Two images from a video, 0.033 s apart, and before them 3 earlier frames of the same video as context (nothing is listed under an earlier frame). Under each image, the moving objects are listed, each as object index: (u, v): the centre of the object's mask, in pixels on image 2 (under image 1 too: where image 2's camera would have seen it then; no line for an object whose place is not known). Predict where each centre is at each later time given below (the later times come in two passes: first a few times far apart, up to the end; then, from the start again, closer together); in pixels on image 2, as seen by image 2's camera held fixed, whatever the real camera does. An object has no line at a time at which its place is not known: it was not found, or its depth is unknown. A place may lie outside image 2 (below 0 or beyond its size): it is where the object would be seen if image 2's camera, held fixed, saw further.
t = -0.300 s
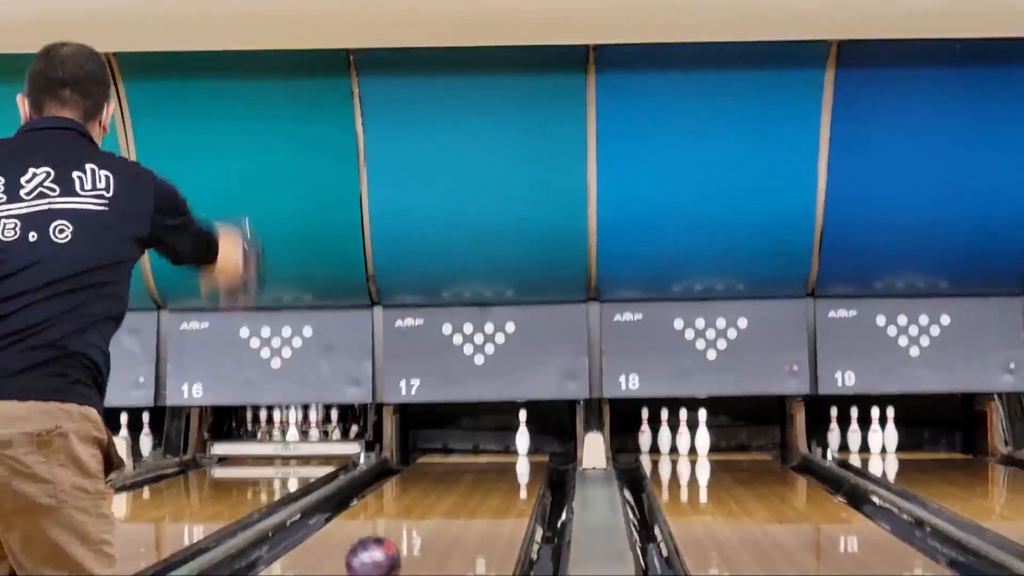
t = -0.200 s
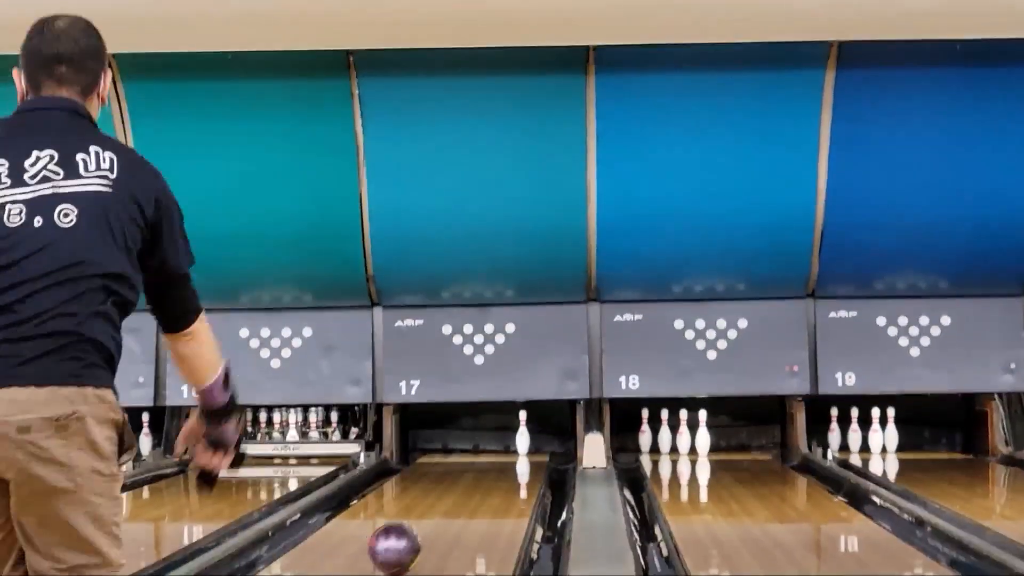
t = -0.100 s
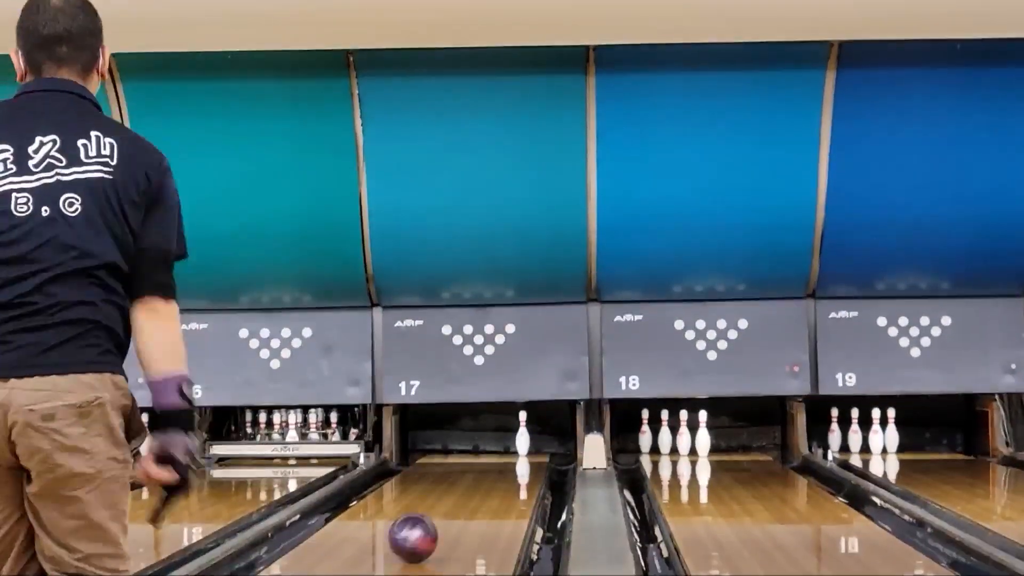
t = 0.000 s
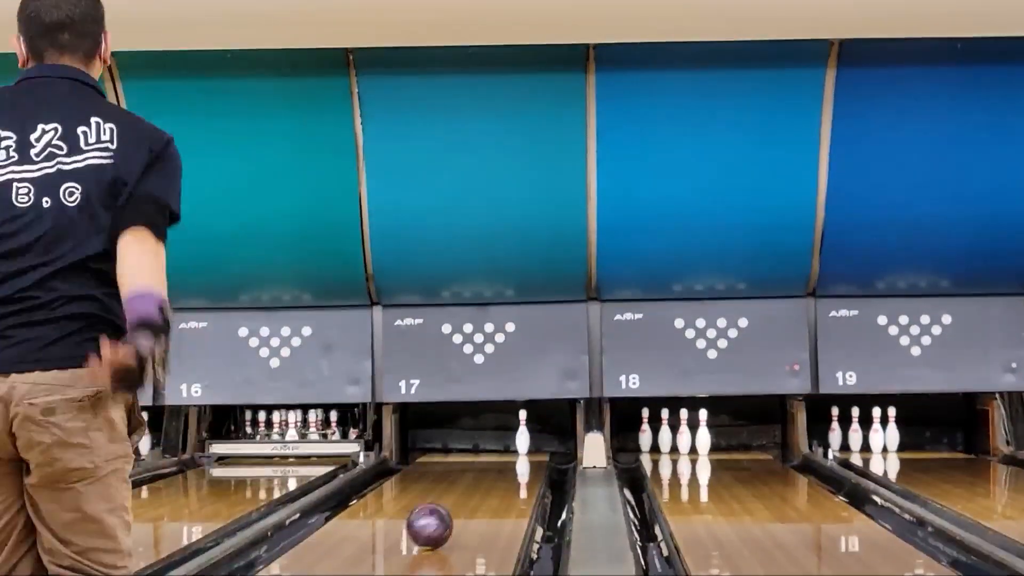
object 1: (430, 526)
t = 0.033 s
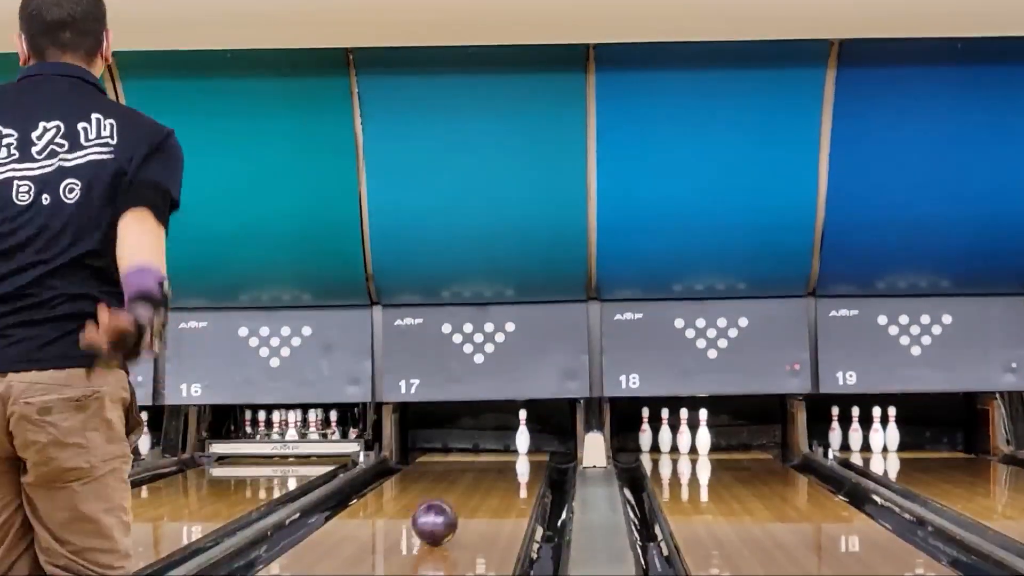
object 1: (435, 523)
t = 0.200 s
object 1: (457, 508)
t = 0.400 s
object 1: (479, 493)
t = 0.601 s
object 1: (496, 479)
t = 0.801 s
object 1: (512, 469)
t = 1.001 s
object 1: (523, 461)
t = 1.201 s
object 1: (529, 453)
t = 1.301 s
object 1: (530, 450)
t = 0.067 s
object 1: (439, 520)
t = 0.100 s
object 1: (444, 517)
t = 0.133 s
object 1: (448, 514)
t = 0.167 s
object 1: (453, 511)
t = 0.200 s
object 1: (457, 508)
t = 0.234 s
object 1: (461, 504)
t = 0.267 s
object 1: (465, 502)
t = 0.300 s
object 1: (469, 499)
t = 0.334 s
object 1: (472, 496)
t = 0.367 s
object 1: (475, 494)
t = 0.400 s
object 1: (479, 493)
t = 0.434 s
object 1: (483, 490)
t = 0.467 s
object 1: (485, 488)
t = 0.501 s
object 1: (488, 485)
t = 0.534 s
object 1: (491, 484)
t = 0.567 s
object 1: (494, 483)
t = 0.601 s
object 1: (496, 479)
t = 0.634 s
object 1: (499, 477)
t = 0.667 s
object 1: (505, 475)
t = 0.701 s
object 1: (507, 474)
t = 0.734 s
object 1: (509, 472)
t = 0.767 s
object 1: (511, 470)
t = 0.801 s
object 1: (512, 469)
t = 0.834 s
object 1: (514, 467)
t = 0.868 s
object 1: (516, 465)
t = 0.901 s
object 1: (517, 464)
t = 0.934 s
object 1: (520, 463)
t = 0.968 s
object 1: (521, 462)
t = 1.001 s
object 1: (523, 461)
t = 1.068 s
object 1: (525, 458)
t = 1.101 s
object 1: (526, 457)
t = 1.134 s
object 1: (527, 456)
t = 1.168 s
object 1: (528, 455)
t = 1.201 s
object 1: (529, 453)
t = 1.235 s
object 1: (529, 452)
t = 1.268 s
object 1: (530, 451)
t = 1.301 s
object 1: (530, 450)
